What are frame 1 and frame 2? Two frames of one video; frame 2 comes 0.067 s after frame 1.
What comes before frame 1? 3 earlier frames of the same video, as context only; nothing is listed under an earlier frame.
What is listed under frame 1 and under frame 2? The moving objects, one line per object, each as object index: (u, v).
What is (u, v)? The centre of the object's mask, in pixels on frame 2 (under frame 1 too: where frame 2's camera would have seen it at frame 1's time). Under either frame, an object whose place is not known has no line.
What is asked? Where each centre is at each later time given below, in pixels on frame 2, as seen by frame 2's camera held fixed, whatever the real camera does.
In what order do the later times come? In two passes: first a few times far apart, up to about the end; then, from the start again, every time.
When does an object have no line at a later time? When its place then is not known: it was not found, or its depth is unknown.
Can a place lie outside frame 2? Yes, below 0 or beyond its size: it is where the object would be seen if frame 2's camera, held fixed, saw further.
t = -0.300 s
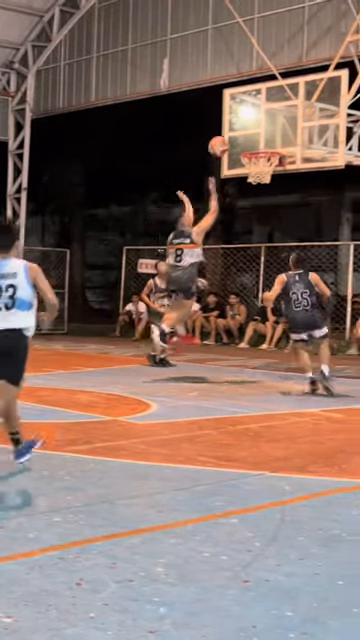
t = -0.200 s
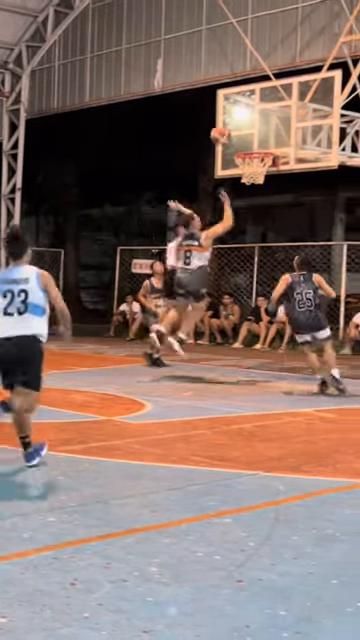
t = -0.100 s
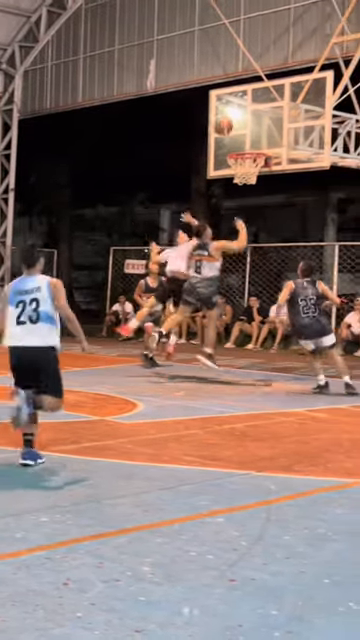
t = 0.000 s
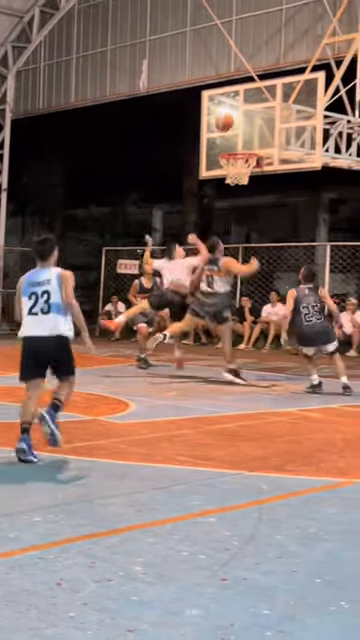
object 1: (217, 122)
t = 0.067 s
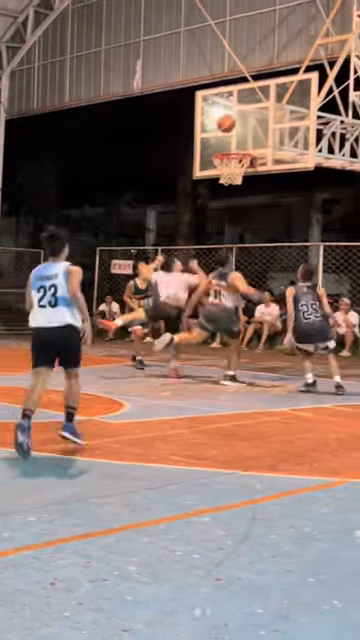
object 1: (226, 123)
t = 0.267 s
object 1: (246, 144)
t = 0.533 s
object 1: (249, 133)
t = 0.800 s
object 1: (246, 144)
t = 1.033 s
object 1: (237, 150)
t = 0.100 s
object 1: (230, 125)
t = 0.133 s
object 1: (232, 127)
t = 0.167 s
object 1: (235, 129)
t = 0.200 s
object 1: (240, 135)
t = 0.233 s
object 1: (245, 140)
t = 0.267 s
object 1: (246, 144)
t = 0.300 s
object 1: (247, 140)
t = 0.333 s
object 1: (248, 138)
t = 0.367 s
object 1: (248, 137)
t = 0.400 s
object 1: (249, 134)
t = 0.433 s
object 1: (248, 133)
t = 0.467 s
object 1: (249, 133)
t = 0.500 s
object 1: (249, 133)
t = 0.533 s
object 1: (249, 133)
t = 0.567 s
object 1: (249, 134)
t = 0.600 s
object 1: (249, 135)
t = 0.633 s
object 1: (251, 137)
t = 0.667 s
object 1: (250, 140)
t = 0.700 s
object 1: (249, 142)
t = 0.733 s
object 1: (249, 144)
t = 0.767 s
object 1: (248, 144)
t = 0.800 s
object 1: (246, 144)
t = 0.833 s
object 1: (245, 142)
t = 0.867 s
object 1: (243, 142)
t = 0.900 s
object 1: (243, 143)
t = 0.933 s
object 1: (242, 143)
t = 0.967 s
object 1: (241, 144)
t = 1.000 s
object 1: (239, 146)
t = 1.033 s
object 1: (237, 150)
